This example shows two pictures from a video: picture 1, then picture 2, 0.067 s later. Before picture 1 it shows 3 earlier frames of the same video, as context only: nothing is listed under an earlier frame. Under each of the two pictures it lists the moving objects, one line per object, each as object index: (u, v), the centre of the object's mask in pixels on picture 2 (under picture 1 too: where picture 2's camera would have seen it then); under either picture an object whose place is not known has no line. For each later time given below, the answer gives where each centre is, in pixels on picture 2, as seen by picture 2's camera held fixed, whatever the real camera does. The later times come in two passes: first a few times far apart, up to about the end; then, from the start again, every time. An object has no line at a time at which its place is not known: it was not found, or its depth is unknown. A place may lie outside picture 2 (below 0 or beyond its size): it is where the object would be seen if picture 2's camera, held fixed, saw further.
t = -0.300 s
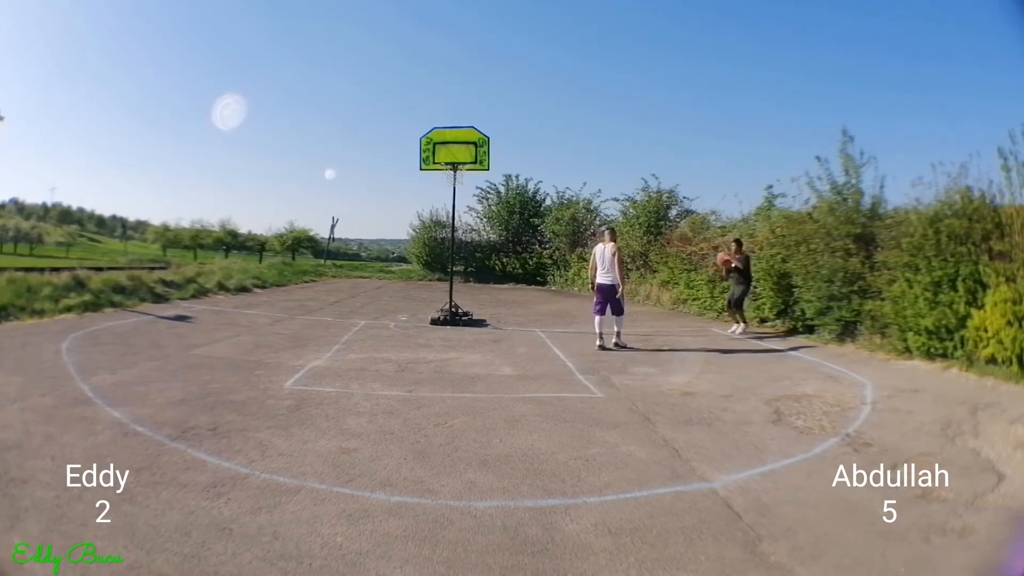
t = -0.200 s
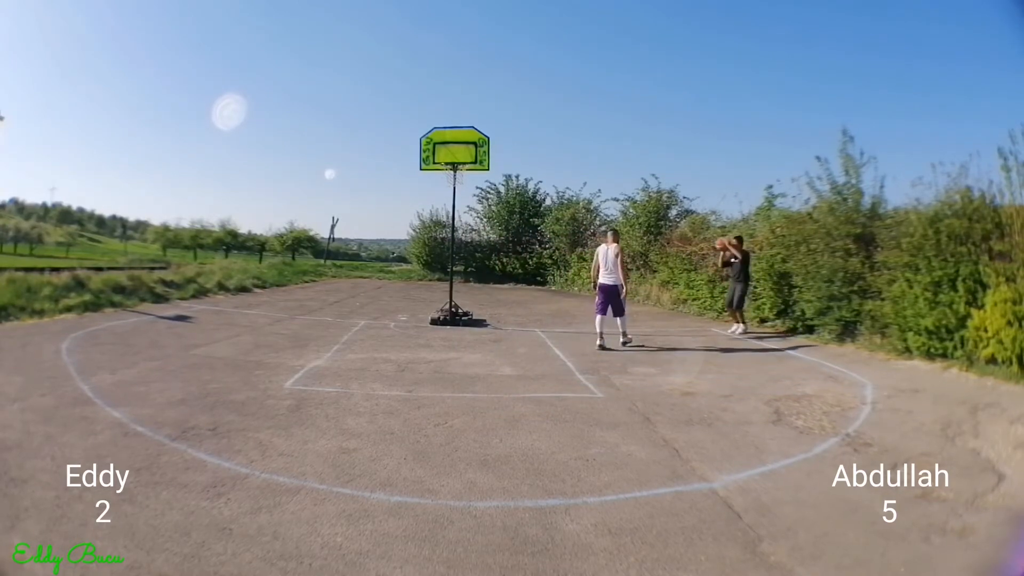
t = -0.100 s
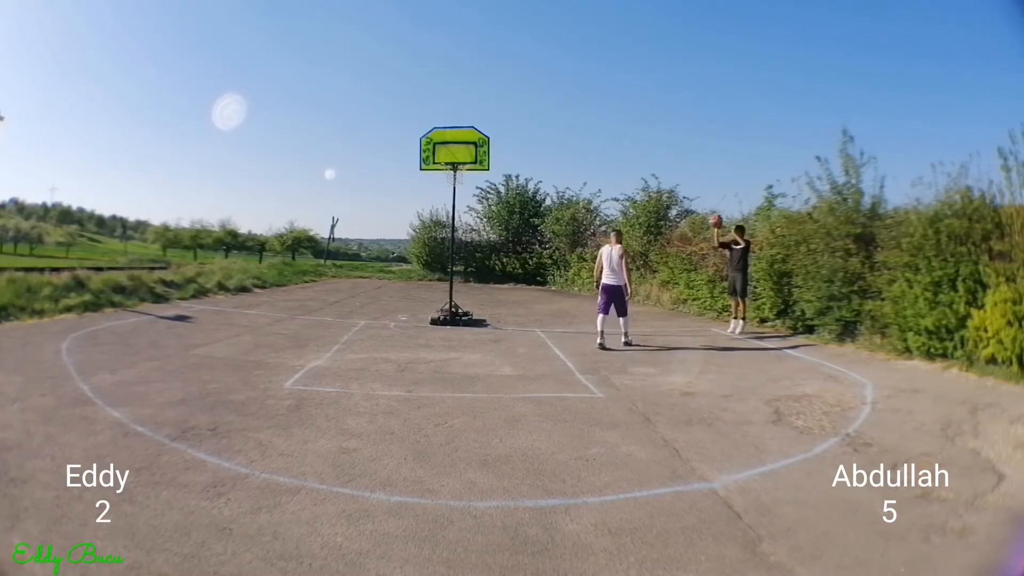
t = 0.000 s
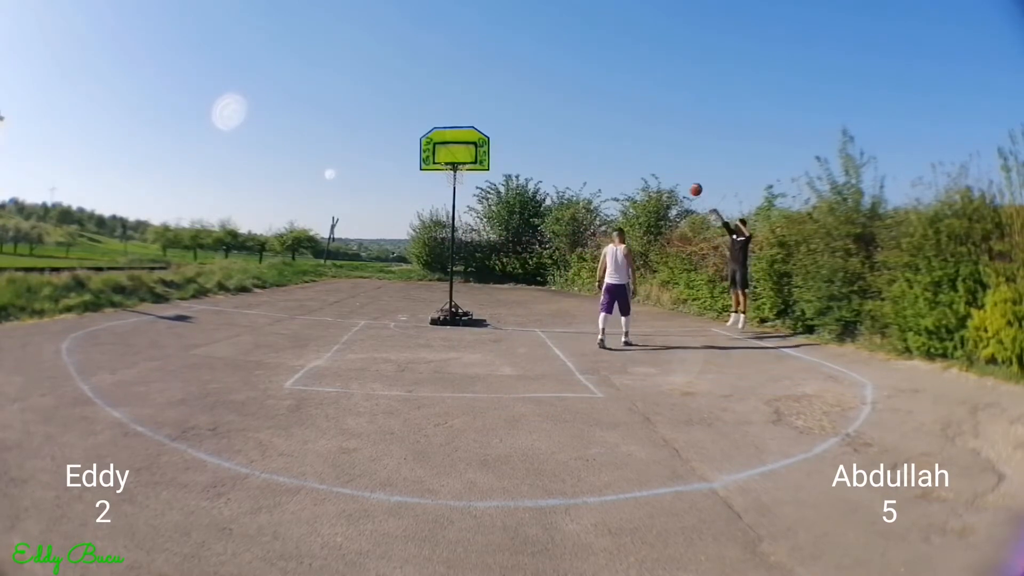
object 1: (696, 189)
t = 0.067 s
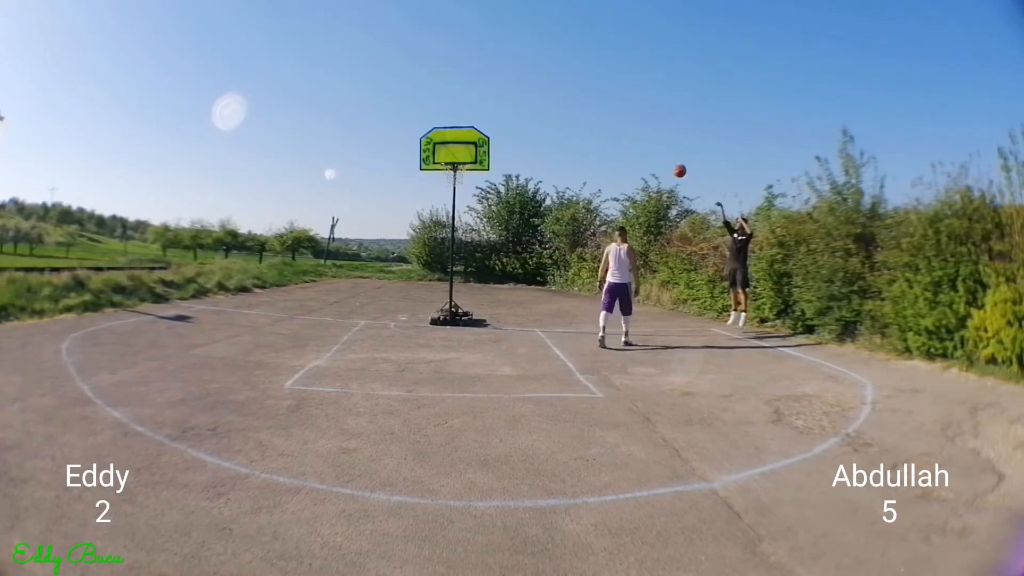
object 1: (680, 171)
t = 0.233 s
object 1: (638, 136)
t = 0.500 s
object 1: (571, 112)
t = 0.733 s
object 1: (511, 124)
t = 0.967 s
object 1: (452, 162)
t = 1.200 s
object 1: (462, 156)
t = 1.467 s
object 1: (479, 166)
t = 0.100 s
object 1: (672, 163)
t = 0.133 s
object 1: (663, 155)
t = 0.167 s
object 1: (655, 147)
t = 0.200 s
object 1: (647, 141)
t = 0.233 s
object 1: (638, 136)
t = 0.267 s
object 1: (630, 130)
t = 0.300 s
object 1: (622, 126)
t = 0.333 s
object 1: (613, 122)
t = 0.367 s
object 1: (605, 119)
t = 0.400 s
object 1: (596, 116)
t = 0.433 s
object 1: (588, 114)
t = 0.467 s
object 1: (579, 112)
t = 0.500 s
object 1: (571, 112)
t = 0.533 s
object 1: (563, 112)
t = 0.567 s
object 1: (554, 112)
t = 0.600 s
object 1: (545, 113)
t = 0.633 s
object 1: (537, 115)
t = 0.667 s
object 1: (528, 118)
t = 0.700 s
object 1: (520, 121)
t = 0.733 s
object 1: (511, 124)
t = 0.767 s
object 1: (502, 129)
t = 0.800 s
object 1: (493, 134)
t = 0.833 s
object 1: (485, 140)
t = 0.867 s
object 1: (476, 146)
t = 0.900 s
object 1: (467, 153)
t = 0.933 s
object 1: (460, 158)
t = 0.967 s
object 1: (452, 162)
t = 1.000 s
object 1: (448, 164)
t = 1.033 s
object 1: (448, 163)
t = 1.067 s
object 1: (451, 160)
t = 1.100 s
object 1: (454, 159)
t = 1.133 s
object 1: (457, 158)
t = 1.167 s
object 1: (460, 158)
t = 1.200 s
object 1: (462, 156)
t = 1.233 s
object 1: (465, 155)
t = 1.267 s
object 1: (467, 155)
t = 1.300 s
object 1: (470, 156)
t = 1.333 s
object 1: (471, 156)
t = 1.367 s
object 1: (474, 158)
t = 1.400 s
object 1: (476, 160)
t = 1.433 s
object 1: (477, 163)
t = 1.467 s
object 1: (479, 166)
